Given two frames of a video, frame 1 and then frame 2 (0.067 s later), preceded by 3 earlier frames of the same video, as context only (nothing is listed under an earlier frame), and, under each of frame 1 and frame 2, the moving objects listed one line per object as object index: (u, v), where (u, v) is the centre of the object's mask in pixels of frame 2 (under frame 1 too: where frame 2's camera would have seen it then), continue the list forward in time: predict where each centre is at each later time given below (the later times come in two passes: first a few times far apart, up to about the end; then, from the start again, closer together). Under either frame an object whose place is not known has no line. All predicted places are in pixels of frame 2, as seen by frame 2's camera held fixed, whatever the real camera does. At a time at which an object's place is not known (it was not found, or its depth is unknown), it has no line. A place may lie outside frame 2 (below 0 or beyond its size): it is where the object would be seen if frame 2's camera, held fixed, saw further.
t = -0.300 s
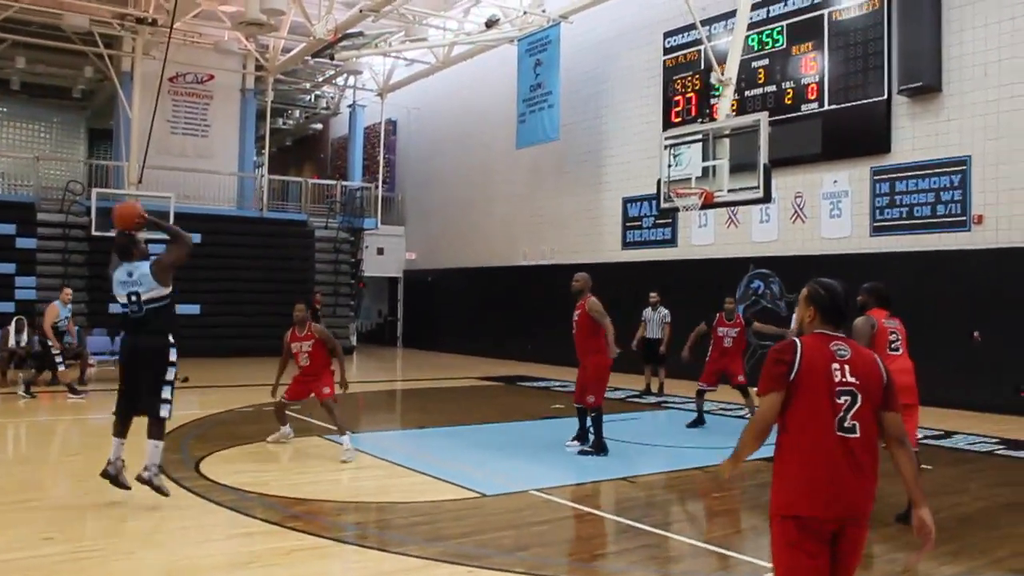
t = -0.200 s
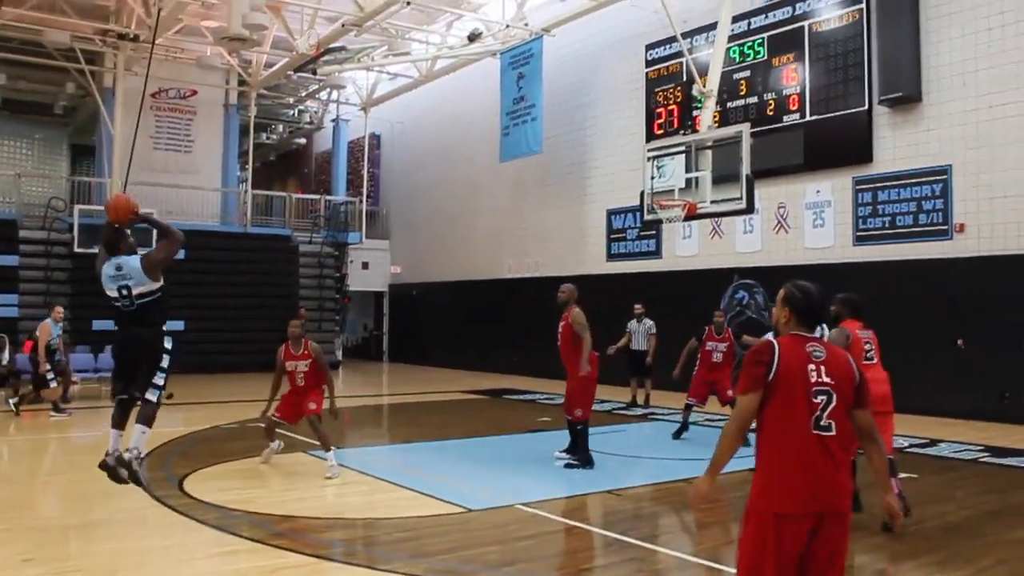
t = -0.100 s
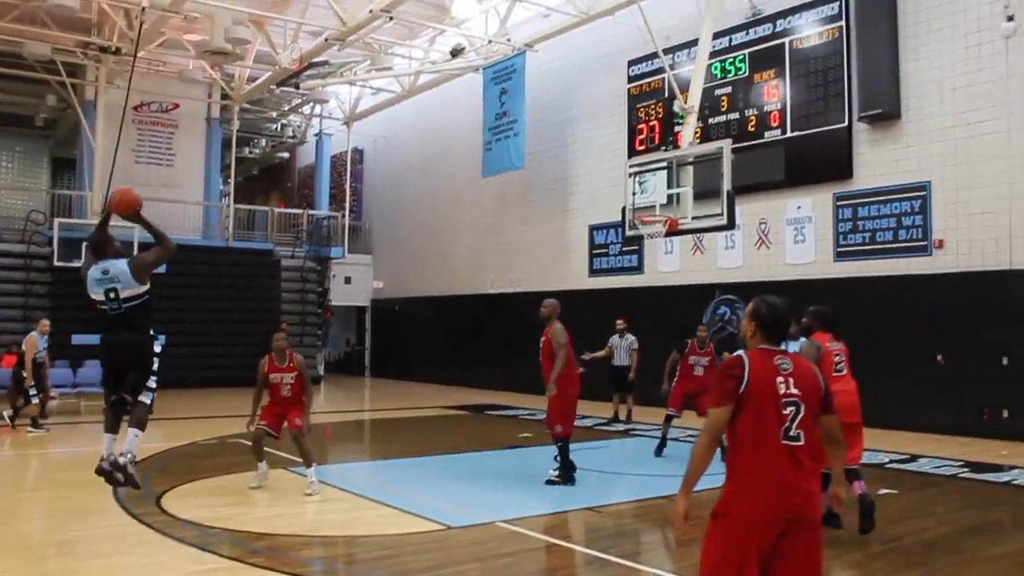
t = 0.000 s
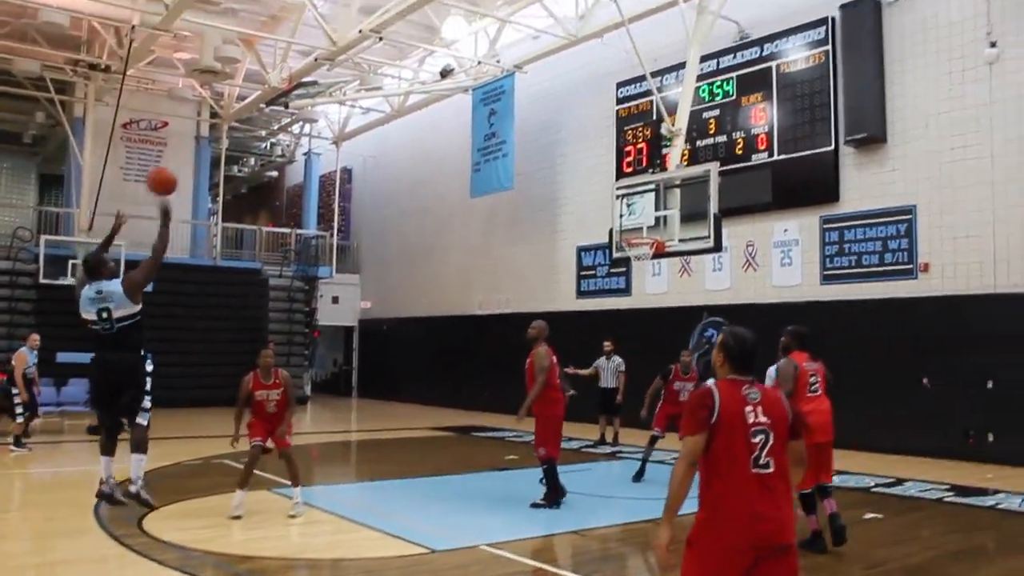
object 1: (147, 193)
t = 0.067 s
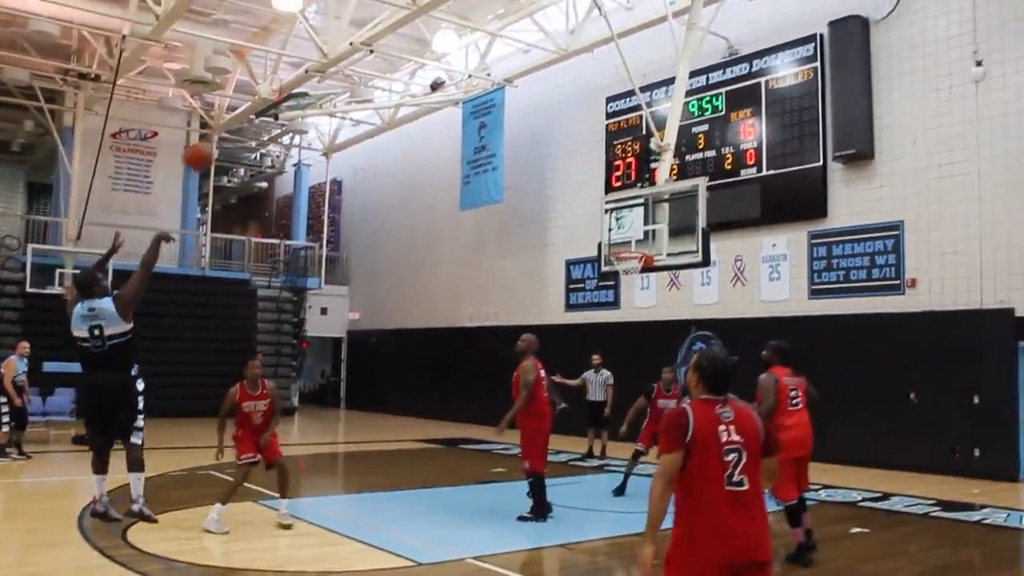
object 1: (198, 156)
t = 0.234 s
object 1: (302, 102)
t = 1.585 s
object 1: (623, 314)
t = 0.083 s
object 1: (210, 149)
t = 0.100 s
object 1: (221, 143)
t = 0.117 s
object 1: (231, 136)
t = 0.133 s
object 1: (243, 130)
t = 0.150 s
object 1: (253, 125)
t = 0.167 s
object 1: (263, 119)
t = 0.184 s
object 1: (272, 114)
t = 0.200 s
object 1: (284, 110)
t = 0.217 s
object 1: (293, 106)
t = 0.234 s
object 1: (302, 102)
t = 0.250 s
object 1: (313, 99)
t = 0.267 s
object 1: (322, 97)
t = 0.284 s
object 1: (332, 94)
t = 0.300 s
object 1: (340, 91)
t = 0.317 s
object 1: (349, 90)
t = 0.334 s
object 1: (358, 88)
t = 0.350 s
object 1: (366, 86)
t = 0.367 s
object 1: (375, 85)
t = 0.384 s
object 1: (383, 84)
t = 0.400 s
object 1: (391, 83)
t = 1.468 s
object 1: (618, 287)
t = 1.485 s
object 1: (618, 290)
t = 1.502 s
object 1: (618, 293)
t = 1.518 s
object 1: (619, 297)
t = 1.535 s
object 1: (620, 301)
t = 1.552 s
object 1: (621, 306)
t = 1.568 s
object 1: (622, 310)
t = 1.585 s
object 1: (623, 314)
